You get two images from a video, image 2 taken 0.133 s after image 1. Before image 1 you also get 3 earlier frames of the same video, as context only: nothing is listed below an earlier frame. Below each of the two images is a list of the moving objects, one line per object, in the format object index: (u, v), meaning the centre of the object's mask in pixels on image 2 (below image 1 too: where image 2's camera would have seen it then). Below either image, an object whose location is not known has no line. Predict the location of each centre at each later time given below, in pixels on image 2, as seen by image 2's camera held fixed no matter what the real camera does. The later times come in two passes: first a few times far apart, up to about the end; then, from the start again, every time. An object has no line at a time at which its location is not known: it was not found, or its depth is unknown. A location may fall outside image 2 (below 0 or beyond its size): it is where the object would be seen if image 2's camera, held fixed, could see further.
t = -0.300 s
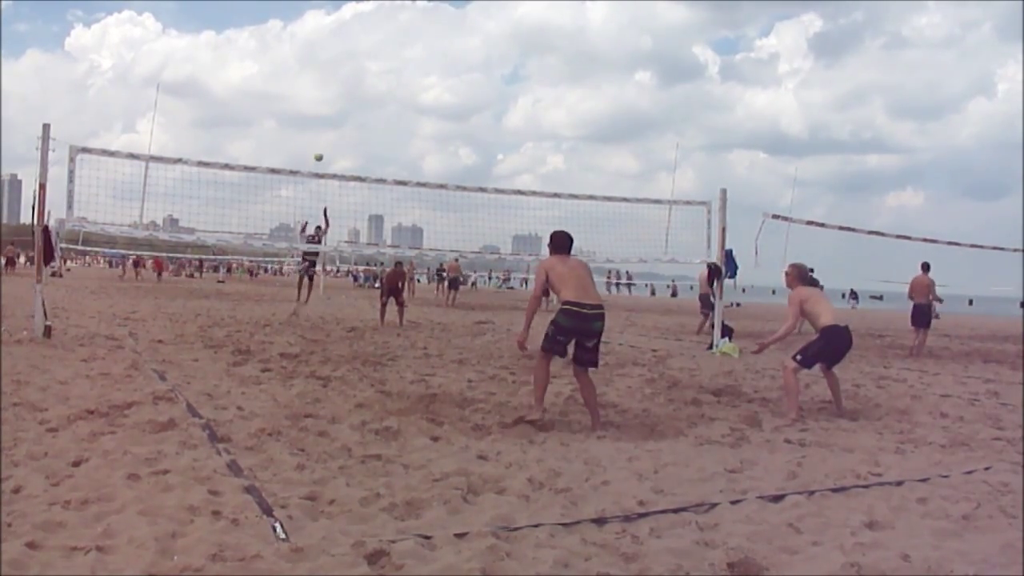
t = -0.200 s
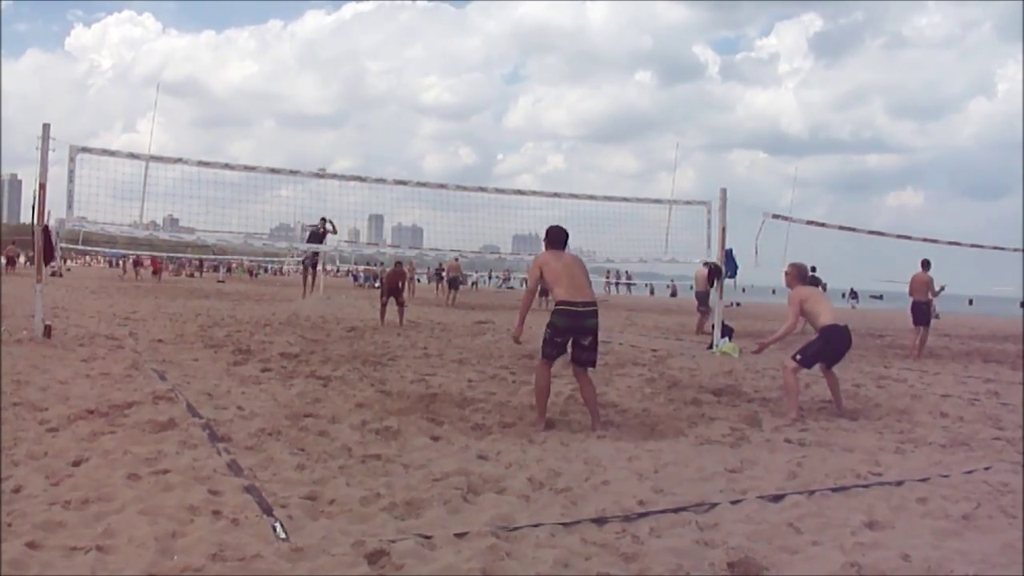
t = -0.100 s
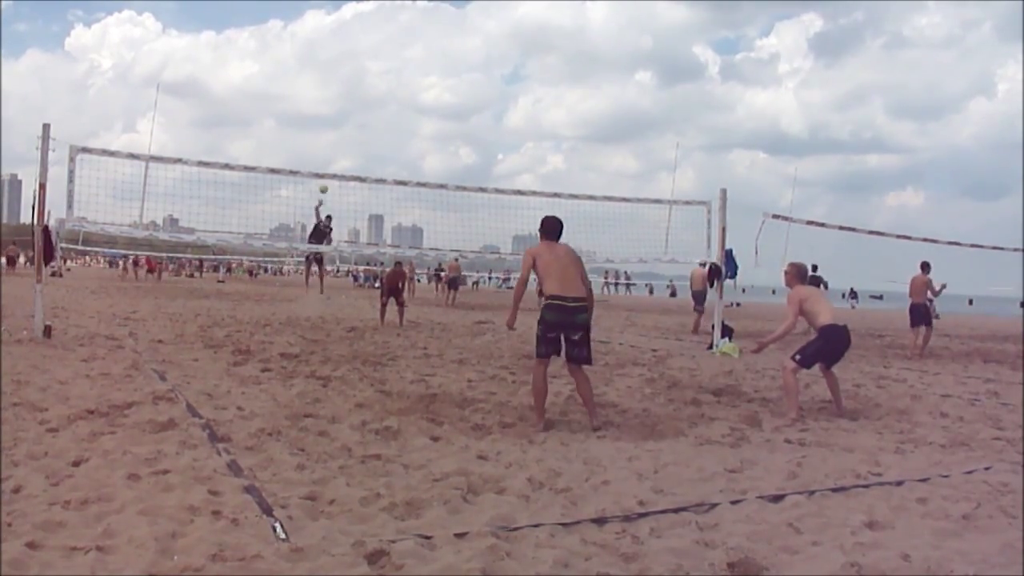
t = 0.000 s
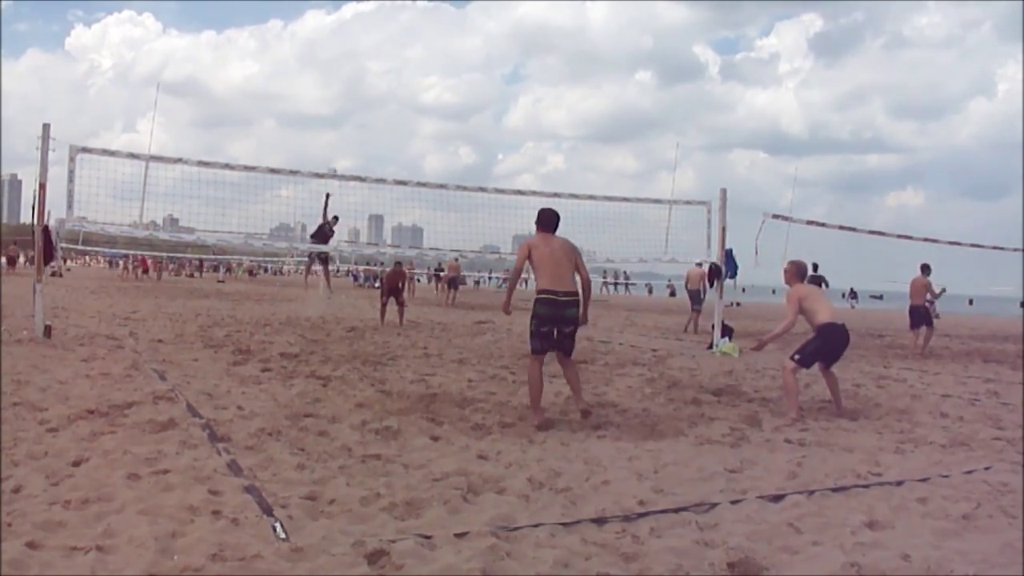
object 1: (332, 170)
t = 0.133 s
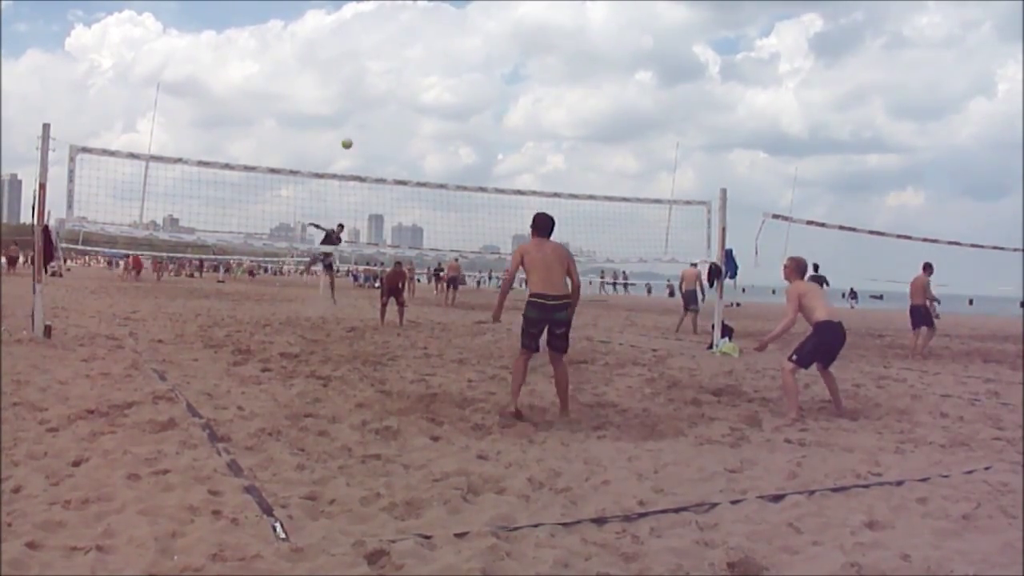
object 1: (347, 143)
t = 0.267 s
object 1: (364, 123)
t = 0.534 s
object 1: (413, 123)
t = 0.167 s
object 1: (351, 137)
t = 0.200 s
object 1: (355, 132)
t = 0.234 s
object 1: (360, 127)
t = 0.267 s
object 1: (364, 123)
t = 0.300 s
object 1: (369, 119)
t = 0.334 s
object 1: (374, 116)
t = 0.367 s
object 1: (380, 115)
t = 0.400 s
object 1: (385, 114)
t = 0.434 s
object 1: (392, 114)
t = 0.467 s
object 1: (398, 116)
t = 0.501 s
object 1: (405, 119)
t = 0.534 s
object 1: (413, 123)
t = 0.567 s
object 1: (420, 129)
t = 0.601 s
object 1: (429, 137)
